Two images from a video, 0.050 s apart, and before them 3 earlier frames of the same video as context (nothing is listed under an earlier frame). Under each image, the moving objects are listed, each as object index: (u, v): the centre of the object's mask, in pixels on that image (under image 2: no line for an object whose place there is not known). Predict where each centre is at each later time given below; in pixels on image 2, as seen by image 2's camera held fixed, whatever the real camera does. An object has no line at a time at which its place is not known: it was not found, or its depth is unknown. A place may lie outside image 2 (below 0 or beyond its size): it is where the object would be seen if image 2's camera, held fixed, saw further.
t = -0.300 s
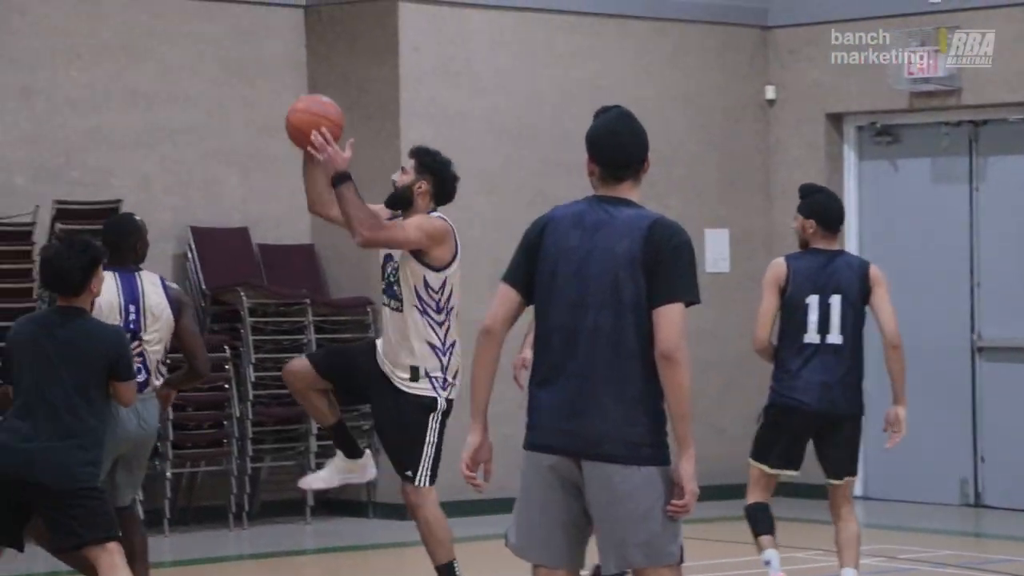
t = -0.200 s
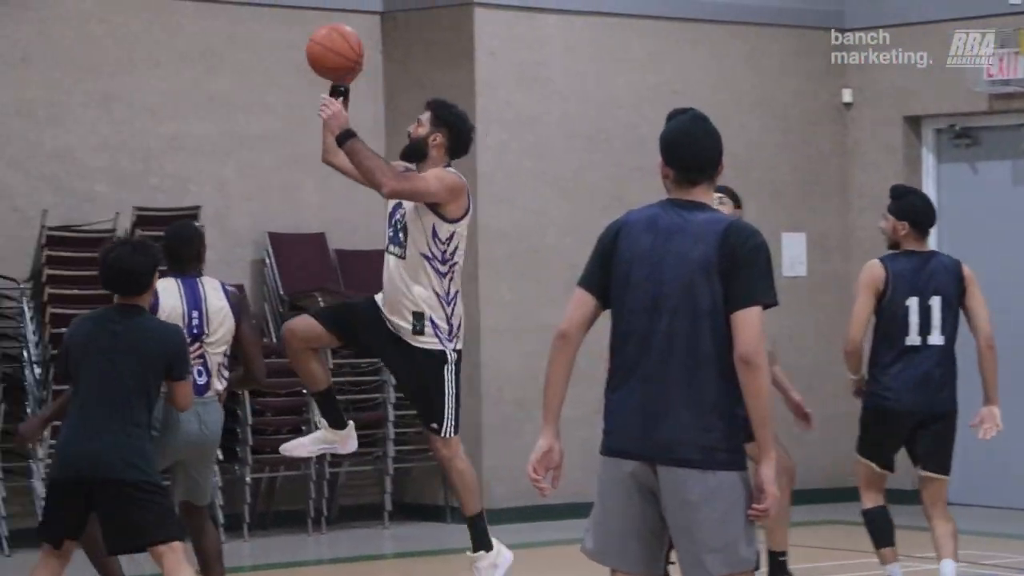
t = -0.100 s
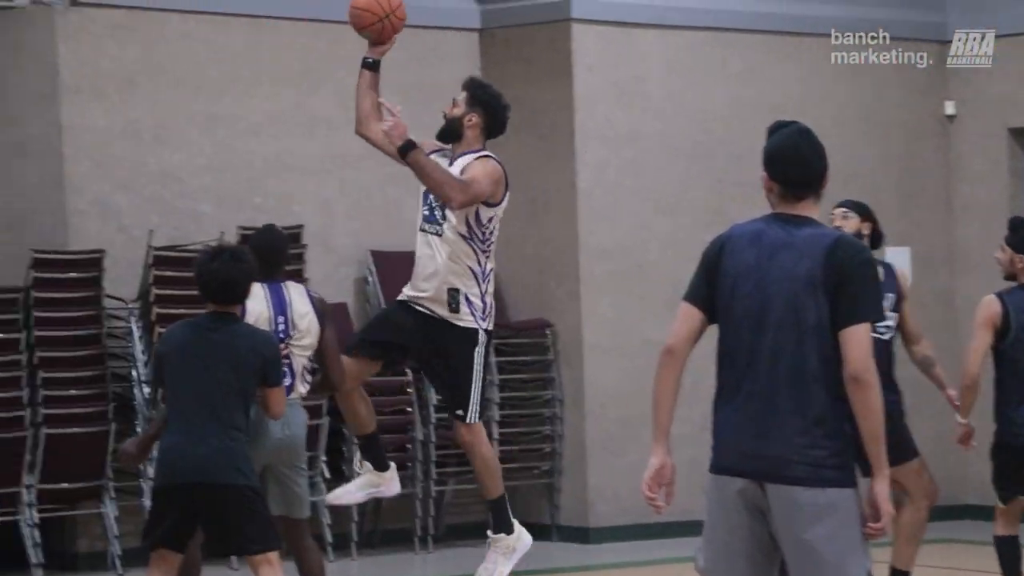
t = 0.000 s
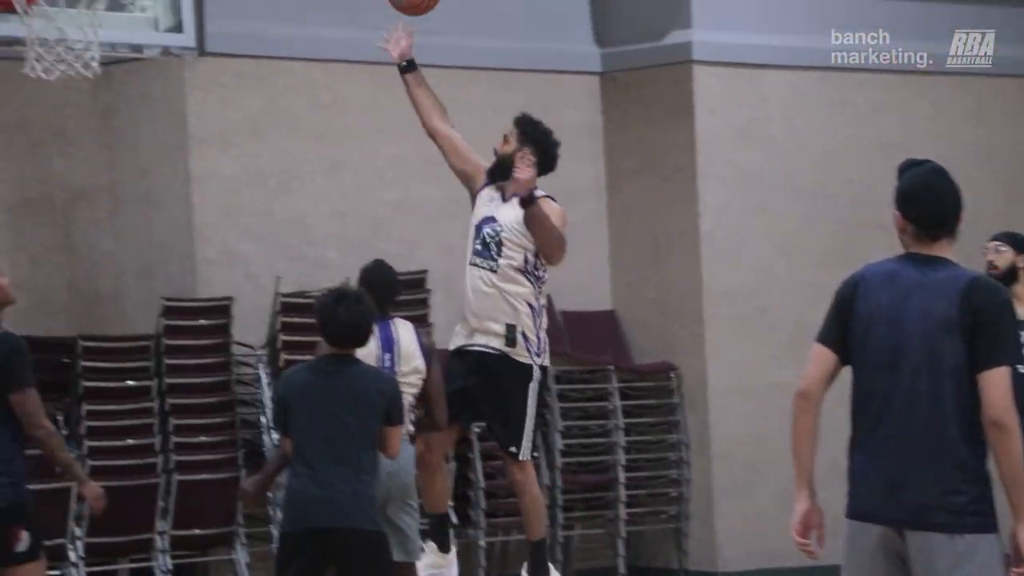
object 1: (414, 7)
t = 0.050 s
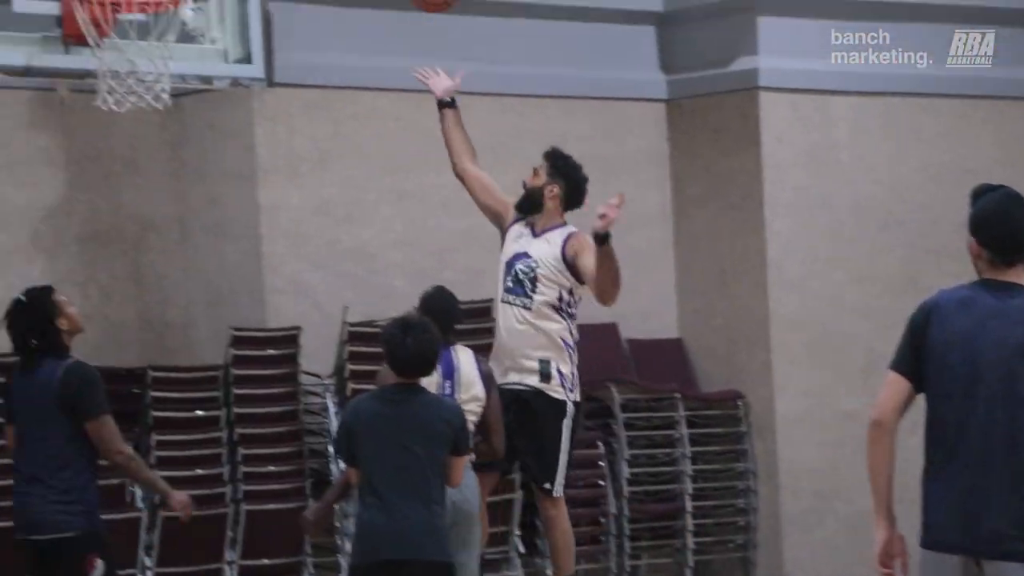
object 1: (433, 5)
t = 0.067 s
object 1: (419, -6)
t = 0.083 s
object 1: (405, -16)
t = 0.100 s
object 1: (391, -26)
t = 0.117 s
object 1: (377, -35)
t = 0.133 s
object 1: (363, -46)
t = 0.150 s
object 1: (349, -56)
